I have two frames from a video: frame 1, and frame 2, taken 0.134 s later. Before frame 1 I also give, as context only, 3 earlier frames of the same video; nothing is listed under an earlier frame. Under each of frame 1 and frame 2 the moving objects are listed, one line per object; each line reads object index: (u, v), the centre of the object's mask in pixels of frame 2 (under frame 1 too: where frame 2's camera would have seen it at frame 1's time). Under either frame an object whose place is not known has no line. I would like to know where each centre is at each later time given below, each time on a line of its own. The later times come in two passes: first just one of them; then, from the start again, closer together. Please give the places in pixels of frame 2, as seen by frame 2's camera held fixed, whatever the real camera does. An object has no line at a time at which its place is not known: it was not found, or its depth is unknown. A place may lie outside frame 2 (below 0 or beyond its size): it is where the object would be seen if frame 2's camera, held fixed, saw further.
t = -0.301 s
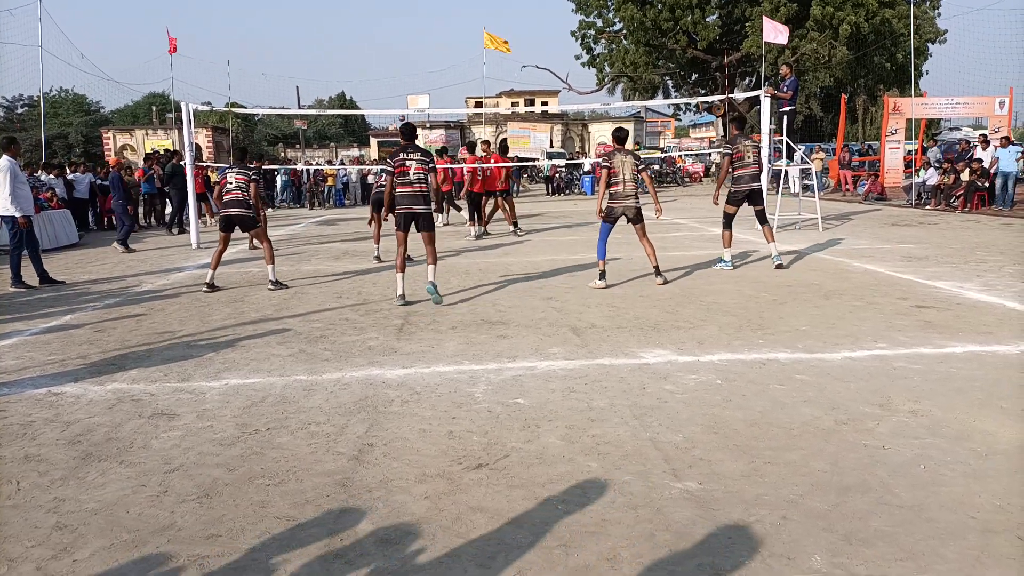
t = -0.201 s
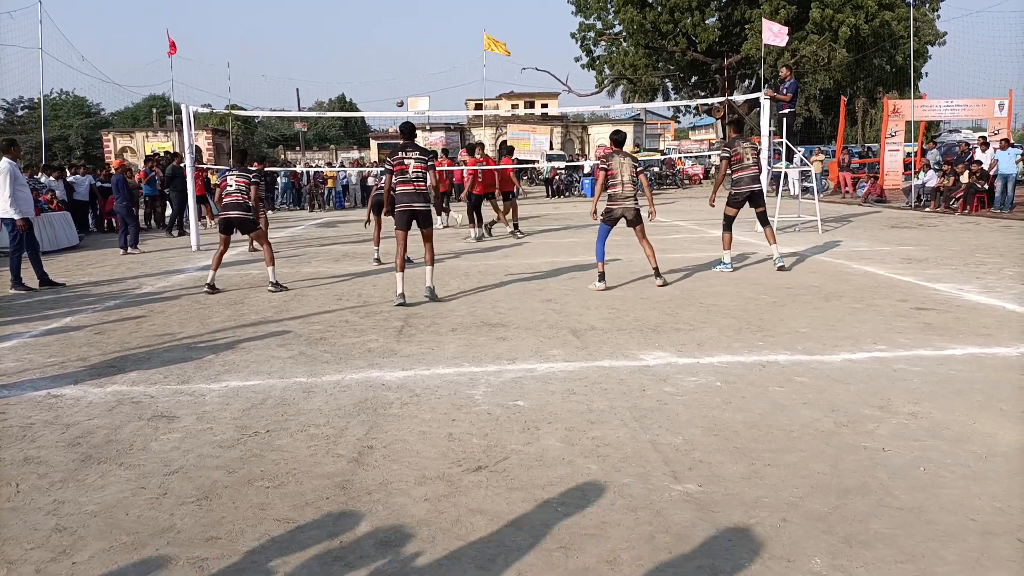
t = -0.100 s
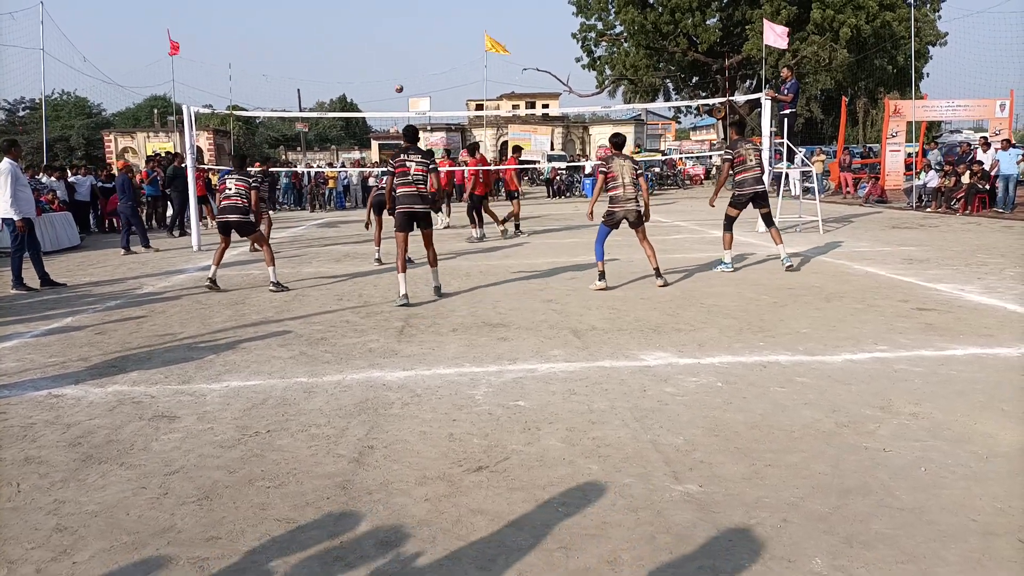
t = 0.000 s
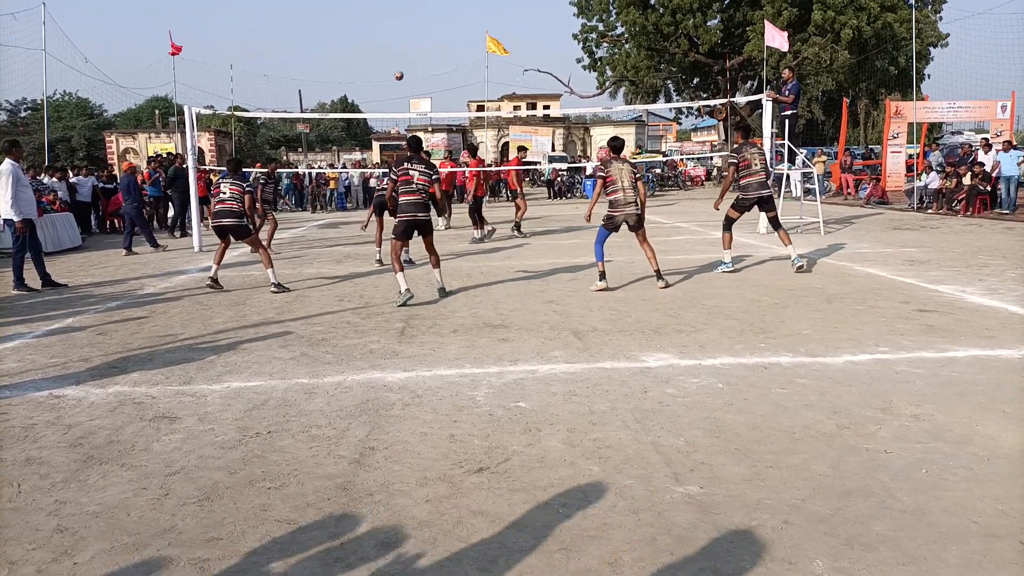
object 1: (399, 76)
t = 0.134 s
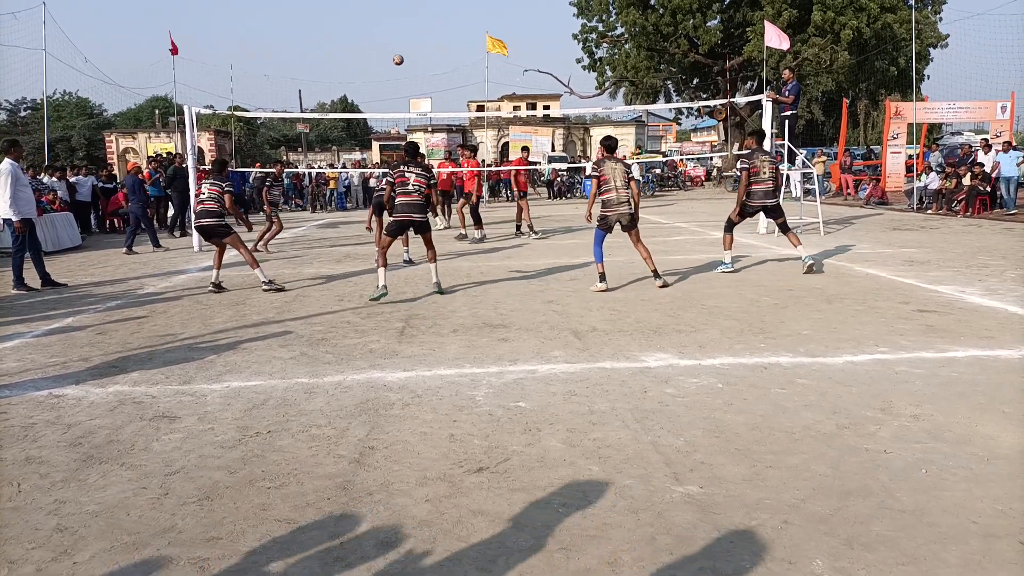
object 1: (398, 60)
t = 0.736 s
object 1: (438, 142)
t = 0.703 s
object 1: (432, 120)
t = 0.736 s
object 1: (438, 142)
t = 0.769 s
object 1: (445, 170)
